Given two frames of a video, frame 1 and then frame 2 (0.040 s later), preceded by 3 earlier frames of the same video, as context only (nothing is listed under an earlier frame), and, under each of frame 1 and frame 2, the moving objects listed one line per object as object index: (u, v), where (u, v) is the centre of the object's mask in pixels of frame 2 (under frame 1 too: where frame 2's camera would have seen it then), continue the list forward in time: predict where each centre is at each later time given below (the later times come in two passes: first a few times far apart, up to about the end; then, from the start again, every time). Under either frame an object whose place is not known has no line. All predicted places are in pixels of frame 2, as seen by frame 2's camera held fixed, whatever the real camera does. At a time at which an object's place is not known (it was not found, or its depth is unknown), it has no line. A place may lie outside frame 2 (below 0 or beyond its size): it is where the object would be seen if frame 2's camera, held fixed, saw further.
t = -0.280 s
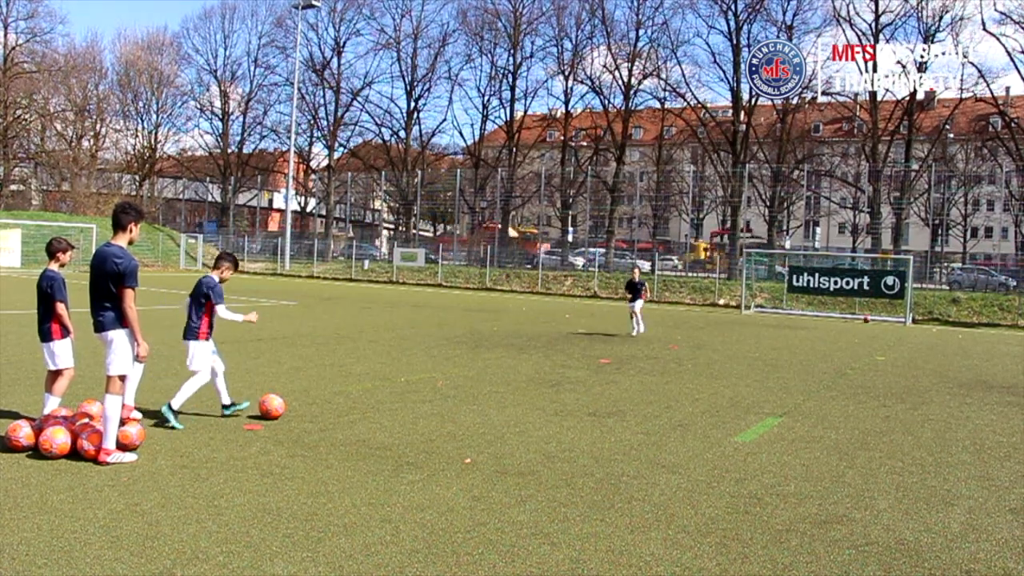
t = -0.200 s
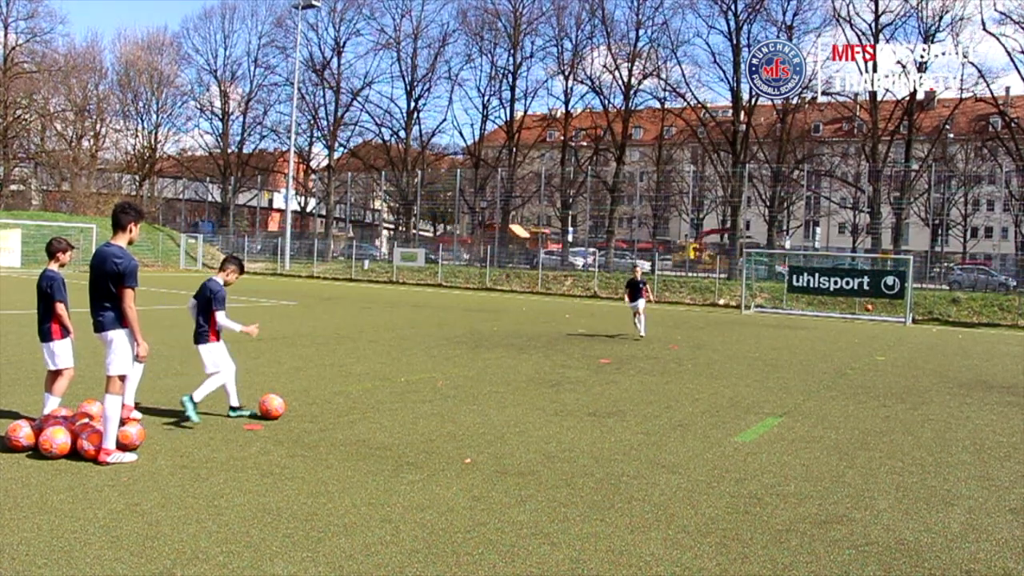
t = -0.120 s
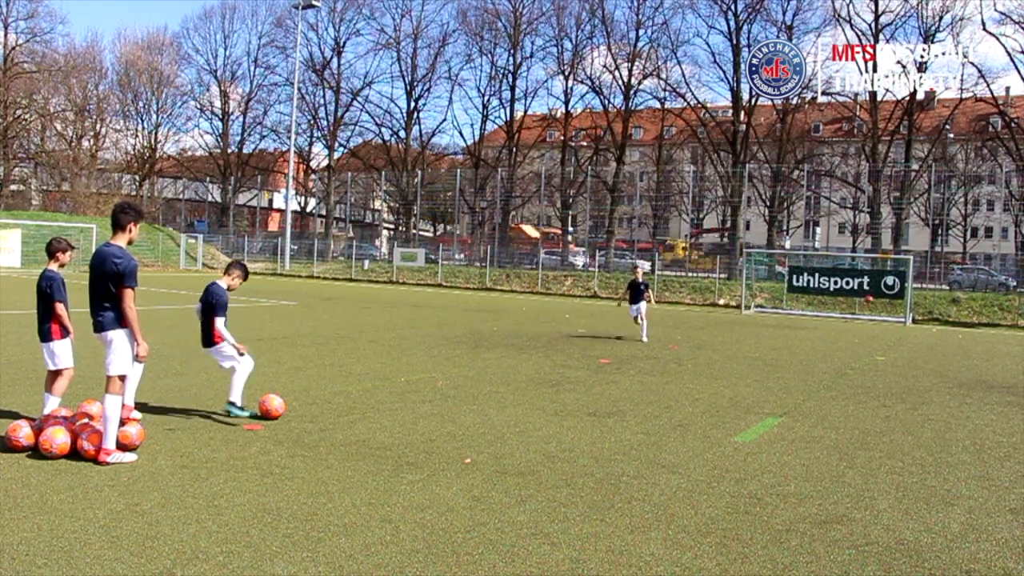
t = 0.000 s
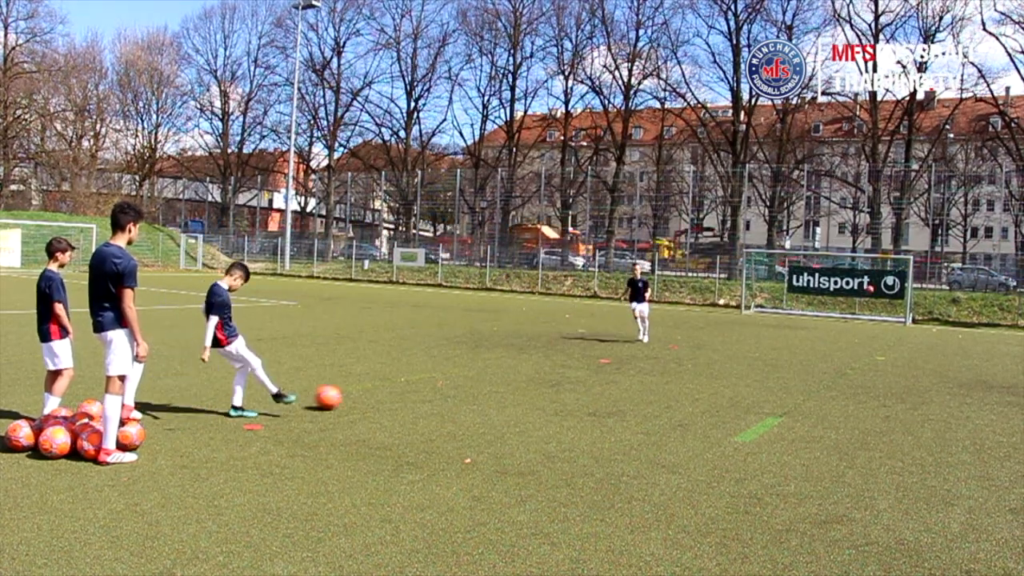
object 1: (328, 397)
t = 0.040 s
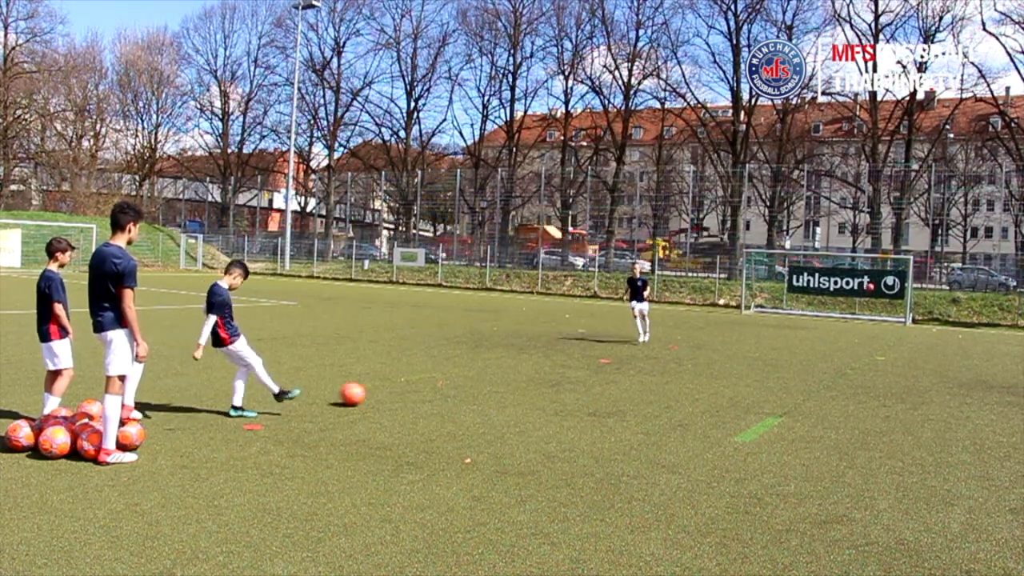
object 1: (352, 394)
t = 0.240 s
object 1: (447, 381)
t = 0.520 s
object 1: (528, 368)
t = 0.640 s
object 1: (554, 365)
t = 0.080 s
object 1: (374, 390)
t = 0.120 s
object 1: (395, 388)
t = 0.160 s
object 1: (413, 384)
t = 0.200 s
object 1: (431, 382)
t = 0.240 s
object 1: (447, 381)
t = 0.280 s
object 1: (461, 378)
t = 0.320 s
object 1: (474, 376)
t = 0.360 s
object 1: (487, 375)
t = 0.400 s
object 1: (498, 372)
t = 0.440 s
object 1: (509, 371)
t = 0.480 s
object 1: (519, 369)
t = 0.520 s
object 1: (528, 368)
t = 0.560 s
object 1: (537, 367)
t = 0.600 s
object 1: (546, 365)
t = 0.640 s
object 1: (554, 365)
